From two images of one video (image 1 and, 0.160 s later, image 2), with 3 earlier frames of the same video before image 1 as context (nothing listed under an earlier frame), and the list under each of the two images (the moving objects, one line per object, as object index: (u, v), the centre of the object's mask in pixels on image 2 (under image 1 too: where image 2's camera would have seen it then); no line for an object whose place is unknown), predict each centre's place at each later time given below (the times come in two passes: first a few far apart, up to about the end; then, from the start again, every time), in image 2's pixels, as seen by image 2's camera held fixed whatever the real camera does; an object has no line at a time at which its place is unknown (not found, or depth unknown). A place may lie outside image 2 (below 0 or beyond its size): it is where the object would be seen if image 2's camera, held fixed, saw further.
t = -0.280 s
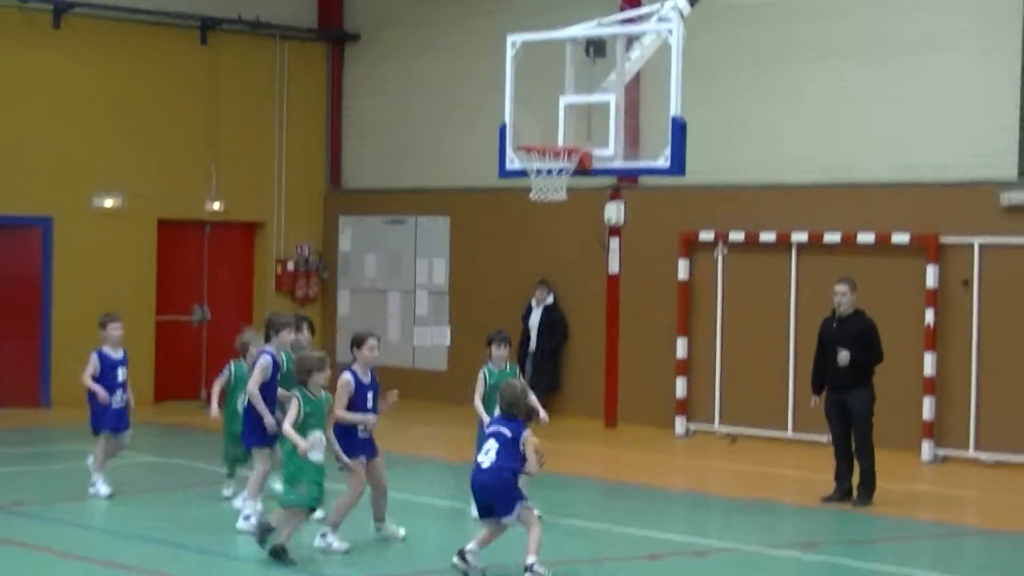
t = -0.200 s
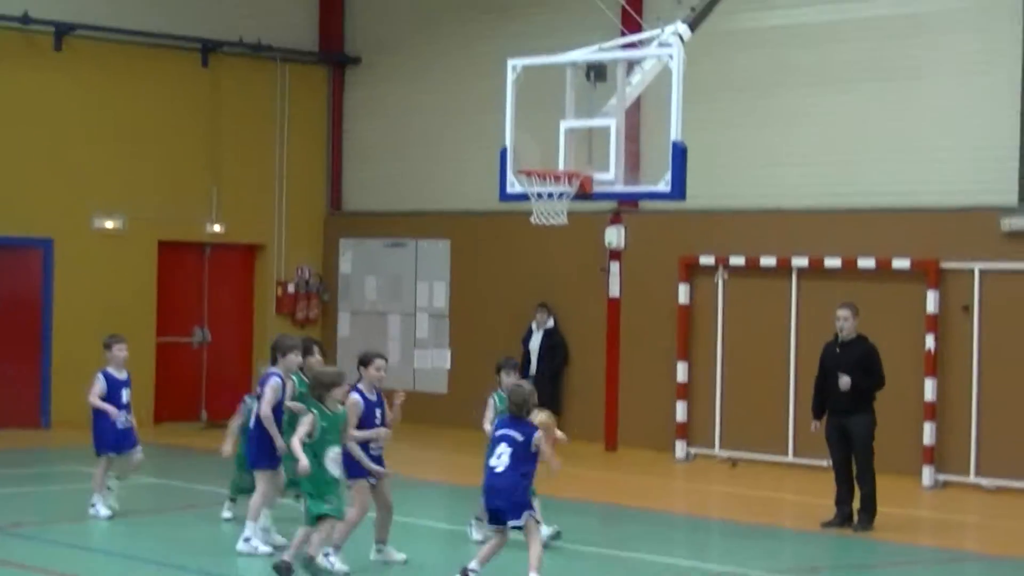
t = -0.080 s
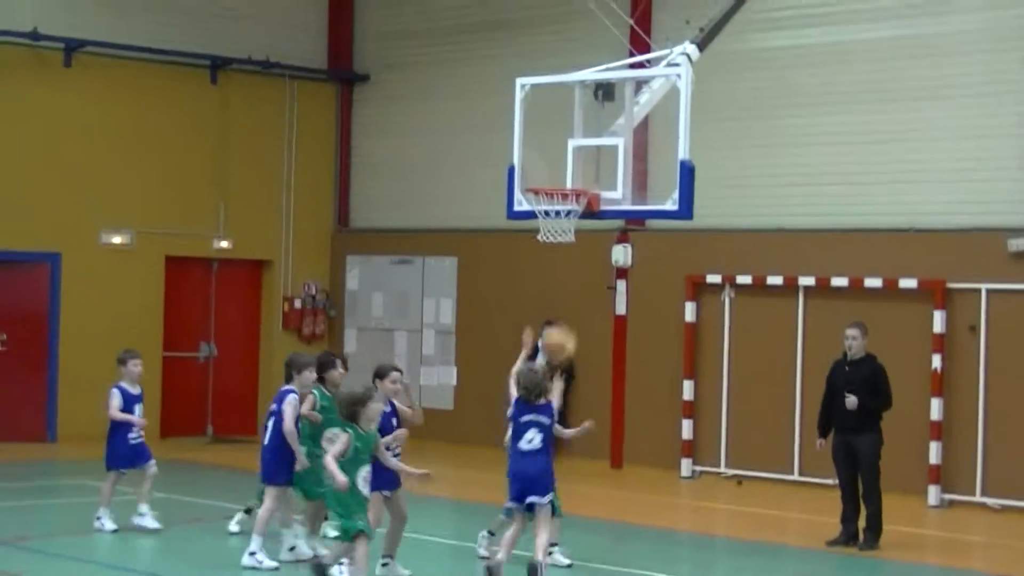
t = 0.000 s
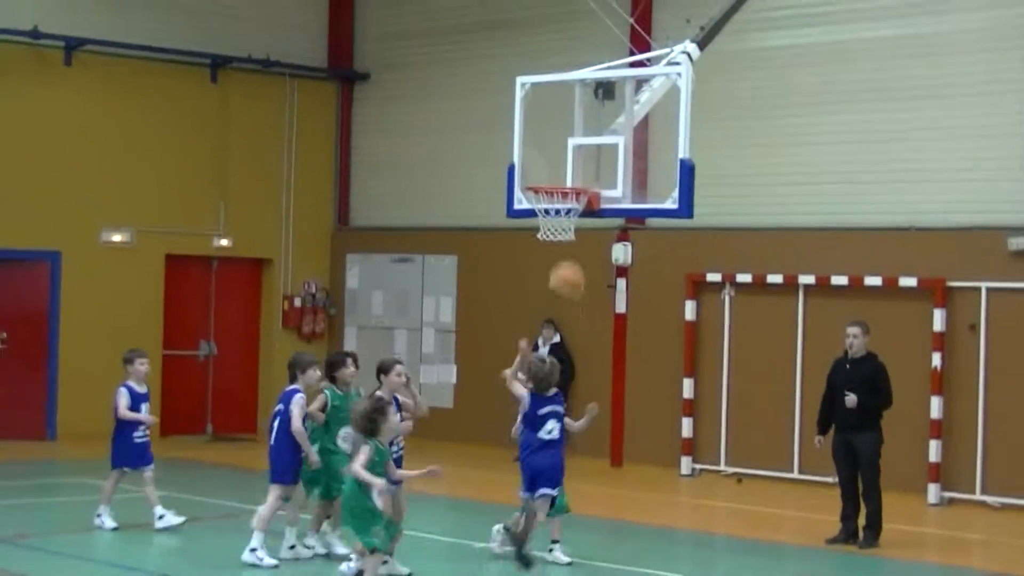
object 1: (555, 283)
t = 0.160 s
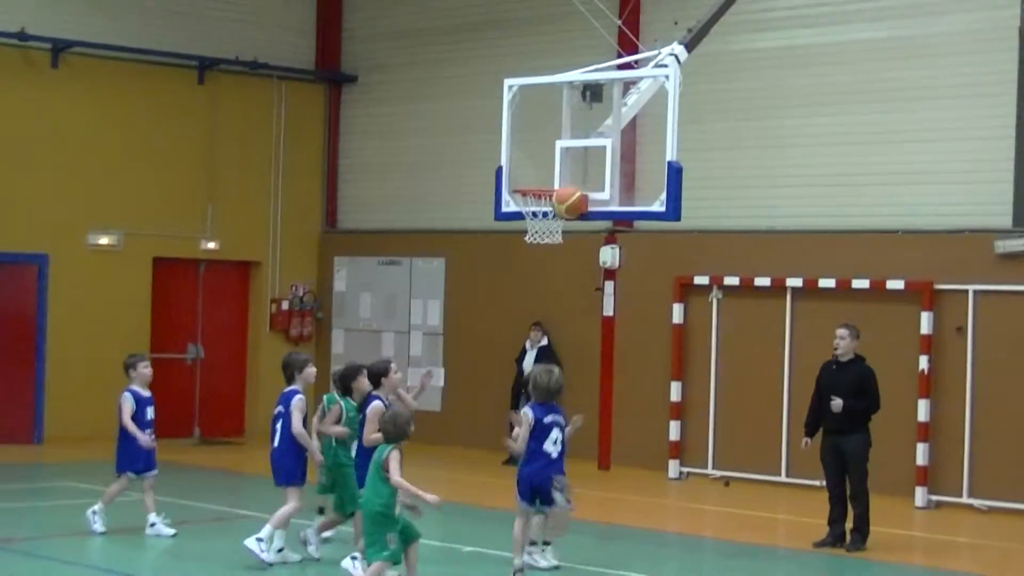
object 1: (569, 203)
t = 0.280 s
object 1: (576, 169)
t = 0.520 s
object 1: (588, 166)
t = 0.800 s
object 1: (537, 220)
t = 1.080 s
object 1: (568, 346)
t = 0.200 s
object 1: (571, 186)
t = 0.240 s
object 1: (574, 178)
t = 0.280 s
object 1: (576, 169)
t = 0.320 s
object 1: (578, 163)
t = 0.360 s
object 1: (579, 160)
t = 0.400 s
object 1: (582, 159)
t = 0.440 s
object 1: (584, 159)
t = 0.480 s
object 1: (586, 162)
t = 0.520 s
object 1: (588, 166)
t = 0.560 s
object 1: (576, 172)
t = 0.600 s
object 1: (557, 178)
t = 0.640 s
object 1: (542, 182)
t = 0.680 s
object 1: (526, 202)
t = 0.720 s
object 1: (527, 209)
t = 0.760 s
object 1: (530, 215)
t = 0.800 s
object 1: (537, 220)
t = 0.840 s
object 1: (542, 241)
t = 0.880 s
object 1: (546, 252)
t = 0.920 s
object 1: (552, 265)
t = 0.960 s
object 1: (556, 283)
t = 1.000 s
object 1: (559, 303)
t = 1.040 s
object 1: (564, 323)
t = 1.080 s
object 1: (568, 346)
